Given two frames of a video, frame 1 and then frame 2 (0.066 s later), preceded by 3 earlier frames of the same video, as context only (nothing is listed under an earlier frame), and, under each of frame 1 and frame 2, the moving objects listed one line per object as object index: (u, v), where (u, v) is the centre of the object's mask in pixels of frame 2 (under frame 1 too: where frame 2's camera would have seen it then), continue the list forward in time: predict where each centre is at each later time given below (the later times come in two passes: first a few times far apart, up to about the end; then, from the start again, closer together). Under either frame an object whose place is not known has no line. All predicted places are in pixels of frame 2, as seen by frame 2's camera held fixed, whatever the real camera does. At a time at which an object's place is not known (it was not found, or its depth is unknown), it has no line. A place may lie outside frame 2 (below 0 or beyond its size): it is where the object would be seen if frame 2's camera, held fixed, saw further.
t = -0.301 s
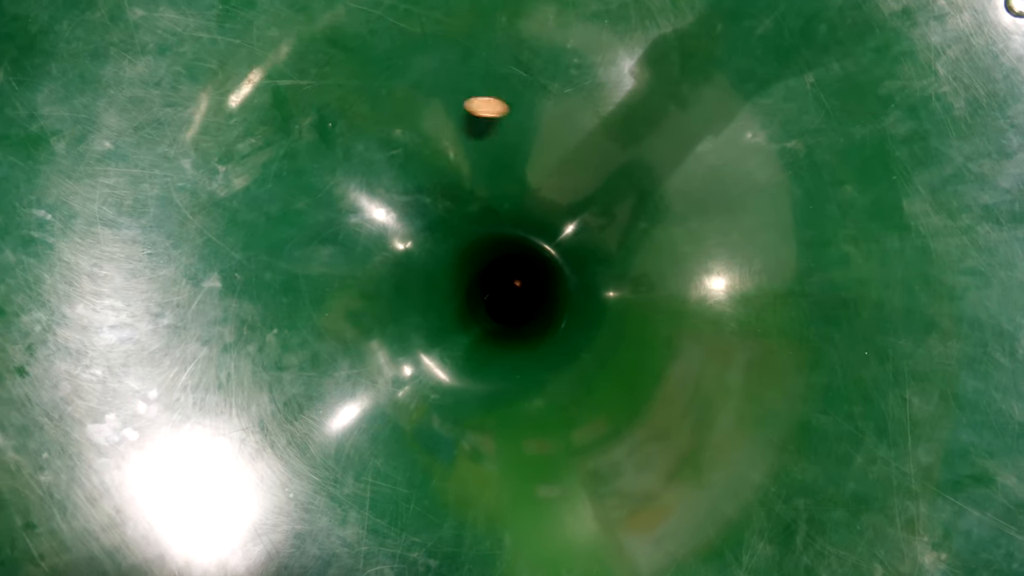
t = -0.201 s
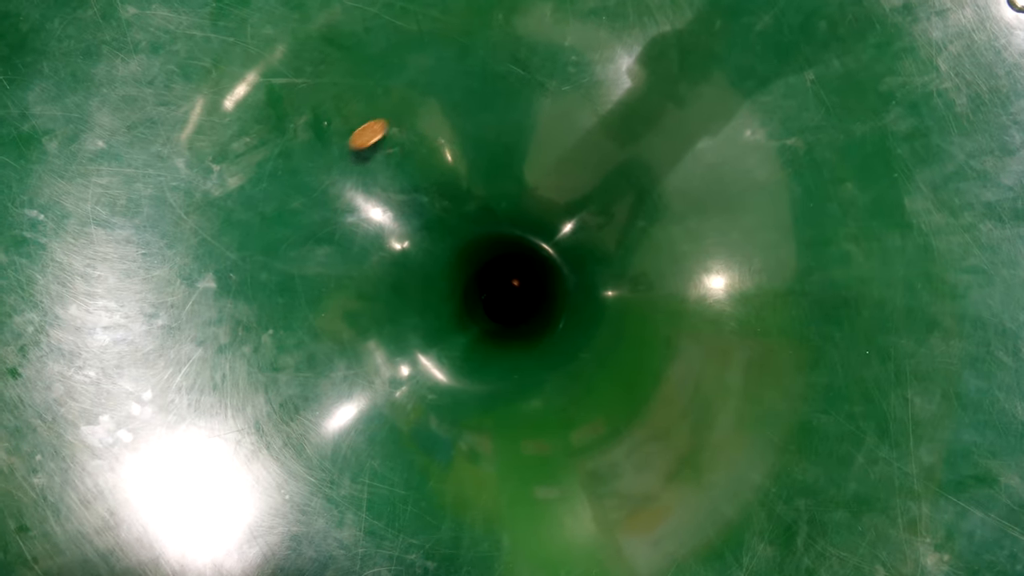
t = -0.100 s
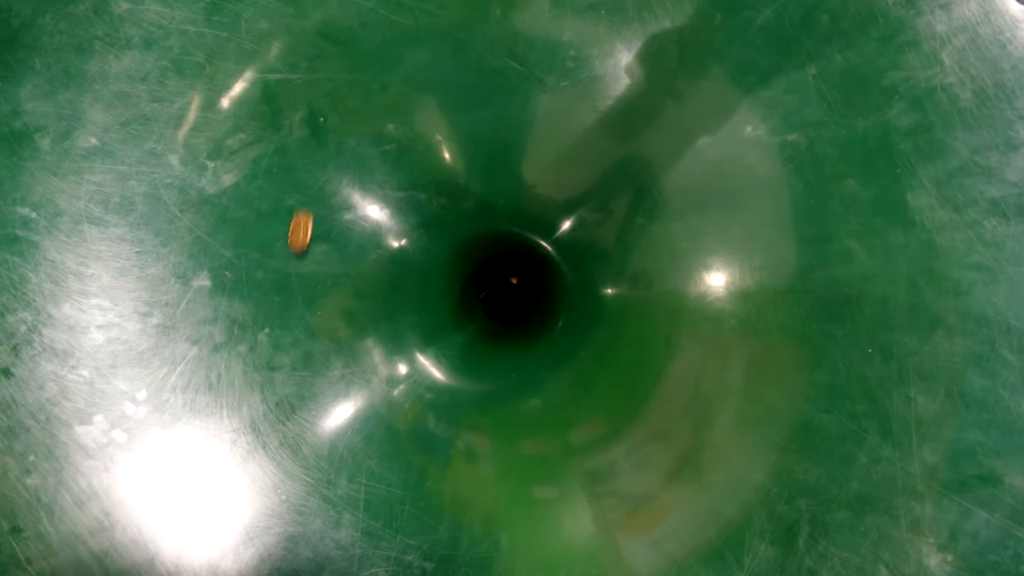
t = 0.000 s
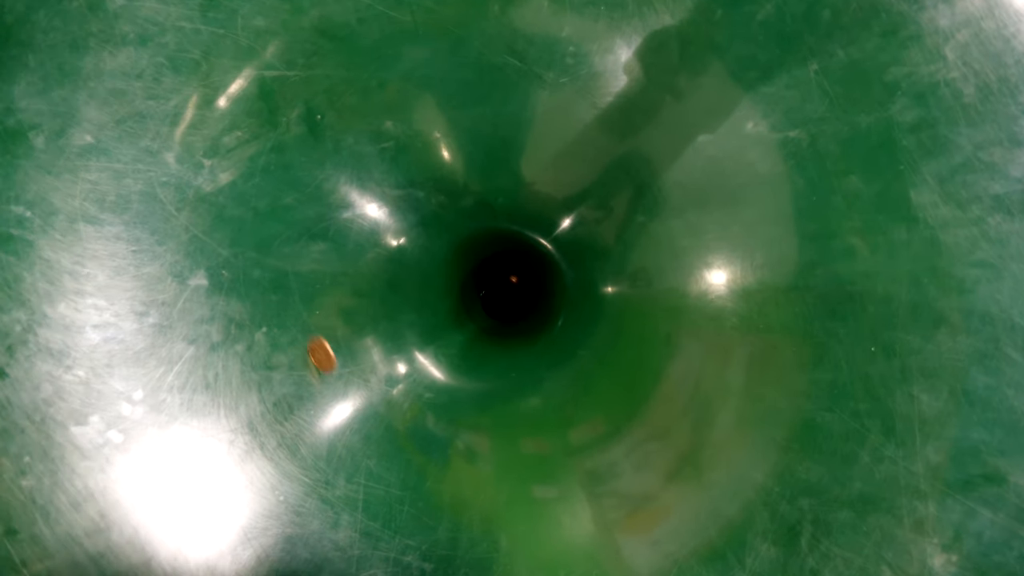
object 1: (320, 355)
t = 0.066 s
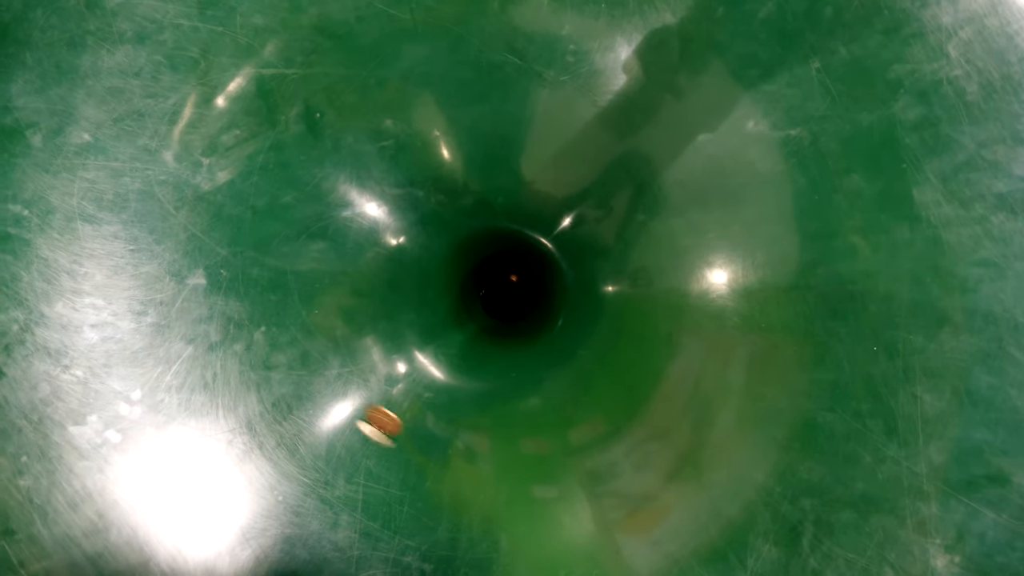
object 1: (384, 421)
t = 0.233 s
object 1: (599, 430)
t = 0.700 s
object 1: (395, 177)
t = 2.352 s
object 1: (395, 211)
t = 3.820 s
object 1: (404, 229)
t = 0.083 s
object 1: (404, 432)
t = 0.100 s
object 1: (425, 442)
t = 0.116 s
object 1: (446, 448)
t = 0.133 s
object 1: (469, 453)
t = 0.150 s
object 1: (492, 455)
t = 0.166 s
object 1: (515, 455)
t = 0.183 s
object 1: (538, 452)
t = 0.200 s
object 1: (558, 448)
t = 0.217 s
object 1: (579, 440)
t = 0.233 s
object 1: (599, 430)
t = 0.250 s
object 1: (617, 419)
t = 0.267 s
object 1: (635, 405)
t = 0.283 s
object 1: (650, 390)
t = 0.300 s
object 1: (662, 374)
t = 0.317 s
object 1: (673, 356)
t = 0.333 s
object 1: (681, 337)
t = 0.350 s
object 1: (687, 318)
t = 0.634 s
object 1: (473, 135)
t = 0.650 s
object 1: (452, 142)
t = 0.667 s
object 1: (432, 152)
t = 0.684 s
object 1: (412, 164)
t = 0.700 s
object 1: (395, 177)
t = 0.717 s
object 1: (381, 190)
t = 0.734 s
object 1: (363, 211)
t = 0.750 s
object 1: (351, 230)
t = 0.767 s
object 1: (341, 250)
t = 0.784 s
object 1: (333, 270)
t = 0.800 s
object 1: (328, 291)
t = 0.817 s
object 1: (326, 311)
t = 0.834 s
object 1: (326, 333)
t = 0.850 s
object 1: (328, 354)
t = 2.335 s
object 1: (409, 197)
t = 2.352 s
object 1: (395, 211)
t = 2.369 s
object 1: (379, 231)
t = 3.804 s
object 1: (417, 214)
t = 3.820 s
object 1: (404, 229)
